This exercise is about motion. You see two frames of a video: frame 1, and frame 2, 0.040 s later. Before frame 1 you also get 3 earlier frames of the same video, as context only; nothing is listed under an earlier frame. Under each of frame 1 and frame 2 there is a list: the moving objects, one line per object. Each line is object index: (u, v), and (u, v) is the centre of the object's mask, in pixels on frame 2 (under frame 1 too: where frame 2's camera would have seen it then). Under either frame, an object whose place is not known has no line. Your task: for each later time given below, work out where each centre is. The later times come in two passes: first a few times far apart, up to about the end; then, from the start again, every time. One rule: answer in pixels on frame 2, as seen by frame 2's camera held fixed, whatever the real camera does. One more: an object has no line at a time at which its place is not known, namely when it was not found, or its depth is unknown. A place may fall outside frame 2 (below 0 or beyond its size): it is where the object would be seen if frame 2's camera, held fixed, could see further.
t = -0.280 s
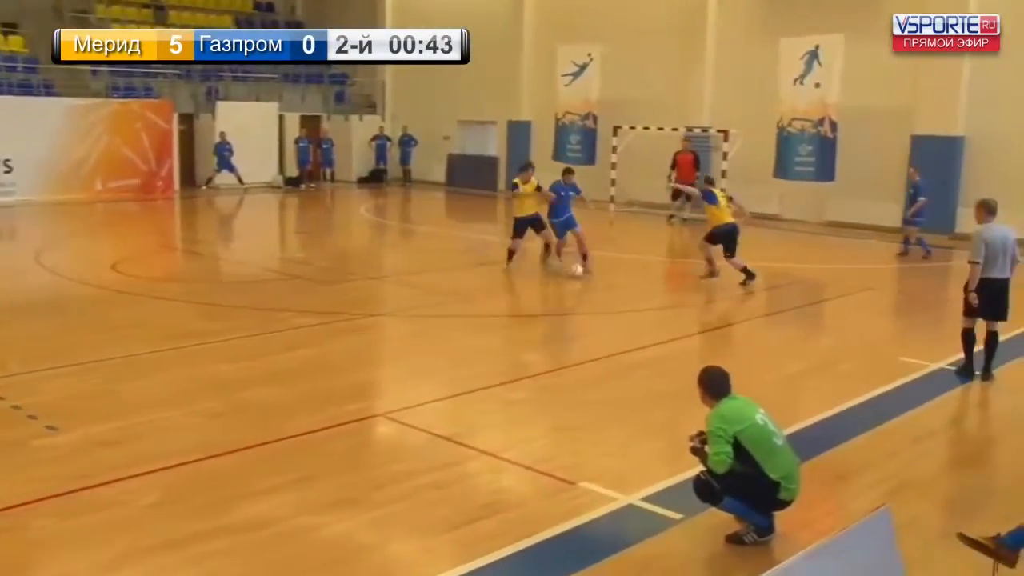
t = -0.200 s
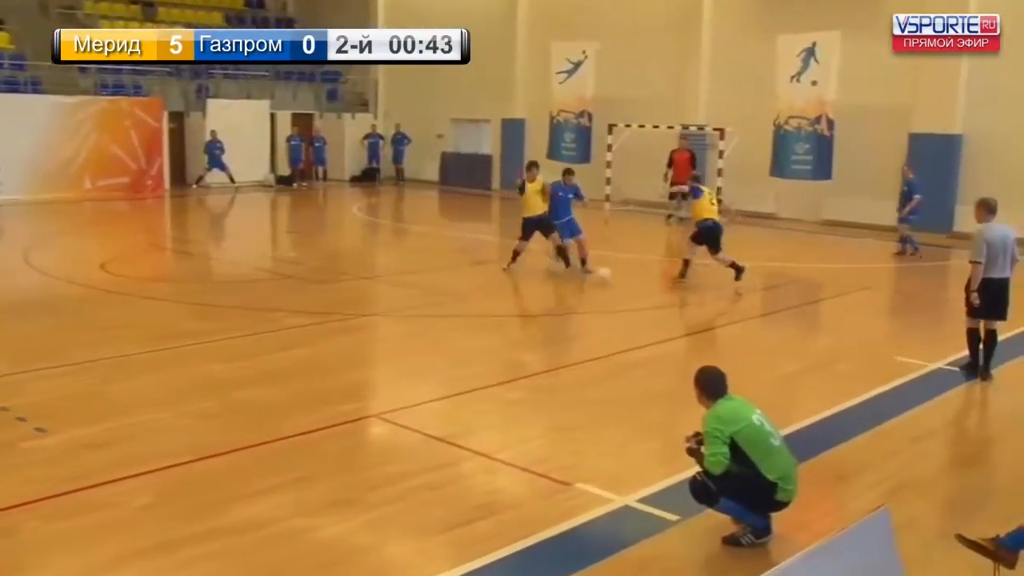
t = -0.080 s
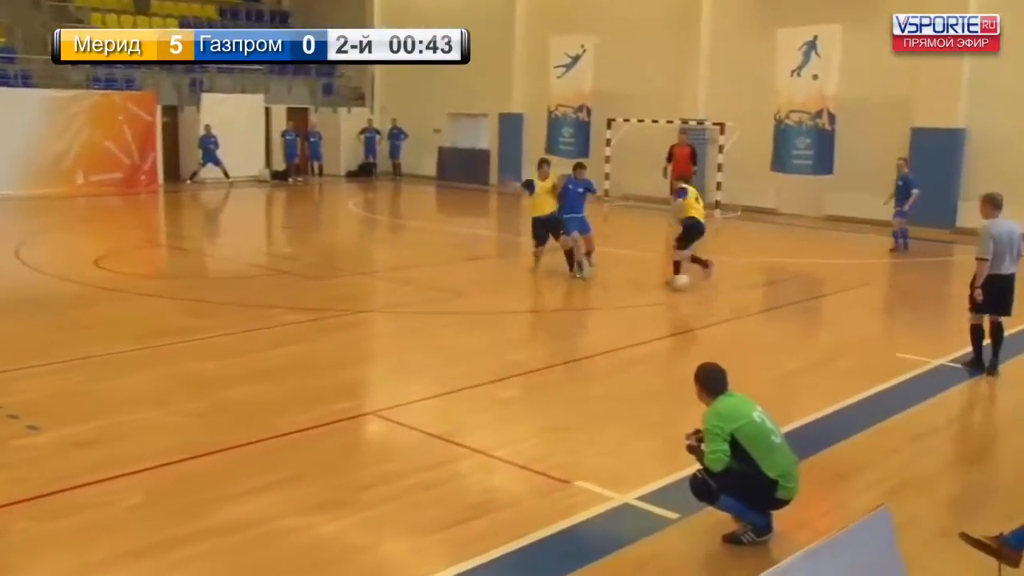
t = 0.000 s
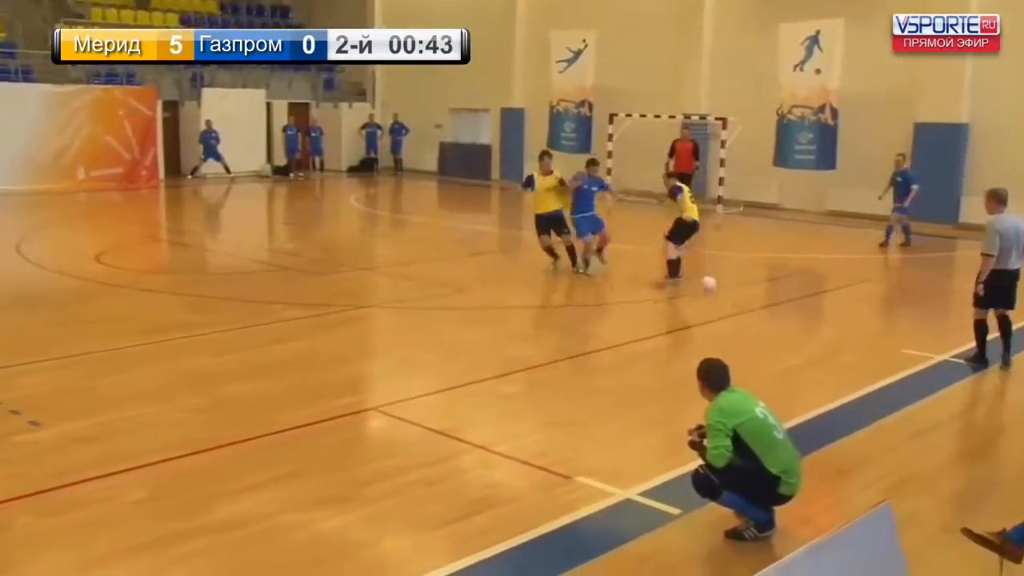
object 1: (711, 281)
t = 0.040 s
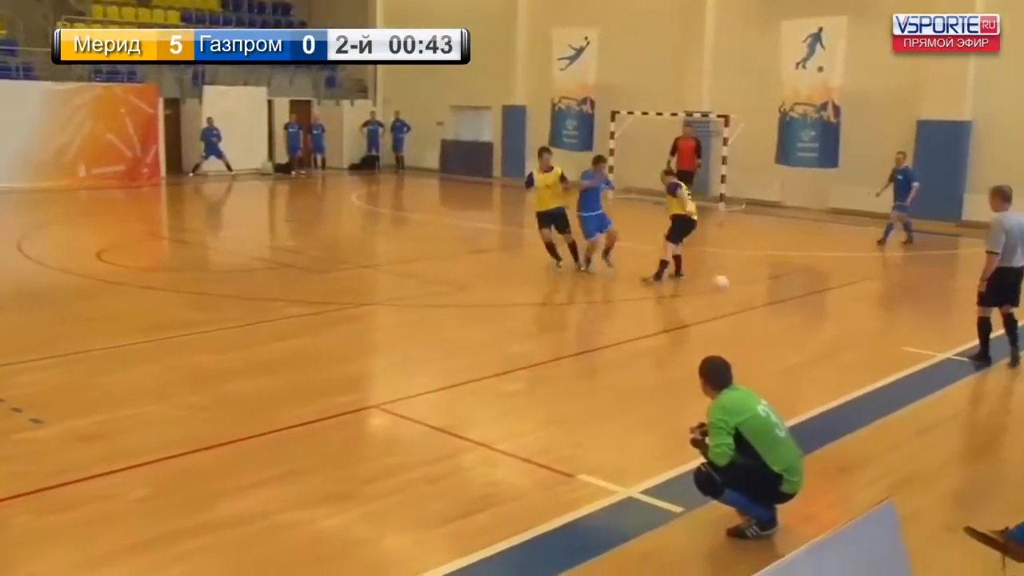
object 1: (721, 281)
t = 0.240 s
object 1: (774, 309)
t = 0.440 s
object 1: (845, 350)
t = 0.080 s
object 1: (730, 284)
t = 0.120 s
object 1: (739, 287)
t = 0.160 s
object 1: (751, 292)
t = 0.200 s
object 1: (761, 299)
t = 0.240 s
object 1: (774, 309)
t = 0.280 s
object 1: (787, 321)
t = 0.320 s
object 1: (798, 334)
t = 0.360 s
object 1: (814, 350)
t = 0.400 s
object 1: (829, 349)
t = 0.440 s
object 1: (845, 350)
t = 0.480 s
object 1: (863, 353)
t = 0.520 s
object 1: (881, 360)
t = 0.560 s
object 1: (900, 367)
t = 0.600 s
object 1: (918, 376)
